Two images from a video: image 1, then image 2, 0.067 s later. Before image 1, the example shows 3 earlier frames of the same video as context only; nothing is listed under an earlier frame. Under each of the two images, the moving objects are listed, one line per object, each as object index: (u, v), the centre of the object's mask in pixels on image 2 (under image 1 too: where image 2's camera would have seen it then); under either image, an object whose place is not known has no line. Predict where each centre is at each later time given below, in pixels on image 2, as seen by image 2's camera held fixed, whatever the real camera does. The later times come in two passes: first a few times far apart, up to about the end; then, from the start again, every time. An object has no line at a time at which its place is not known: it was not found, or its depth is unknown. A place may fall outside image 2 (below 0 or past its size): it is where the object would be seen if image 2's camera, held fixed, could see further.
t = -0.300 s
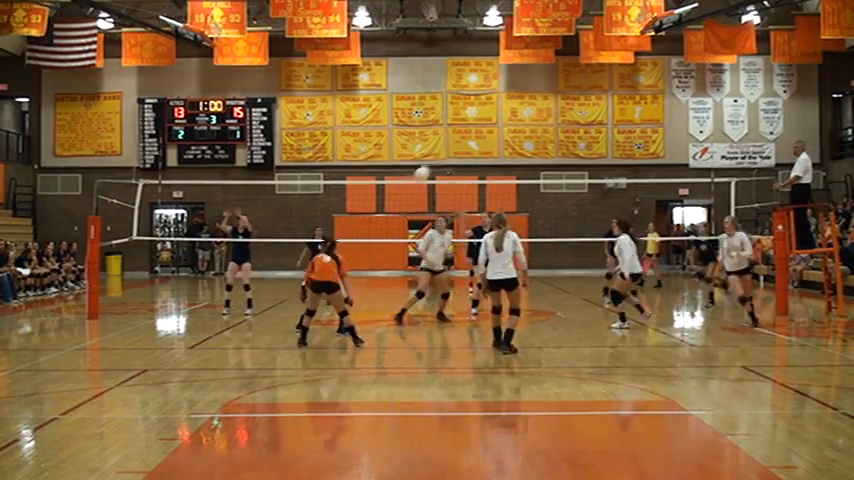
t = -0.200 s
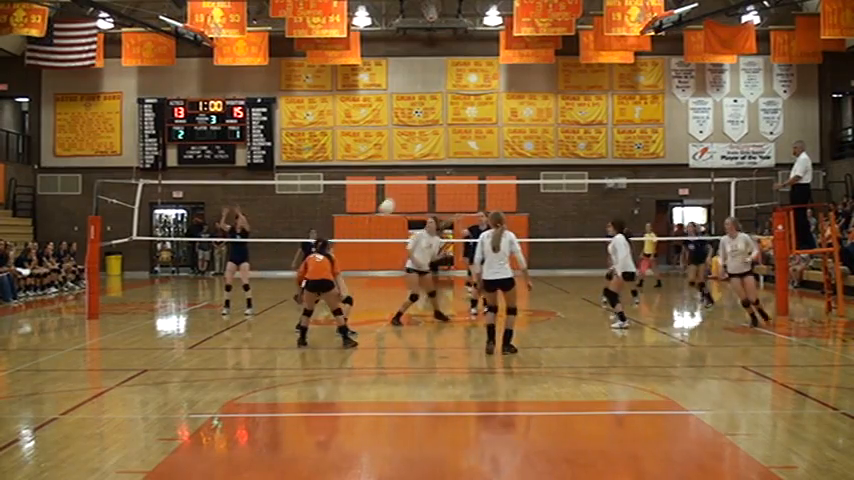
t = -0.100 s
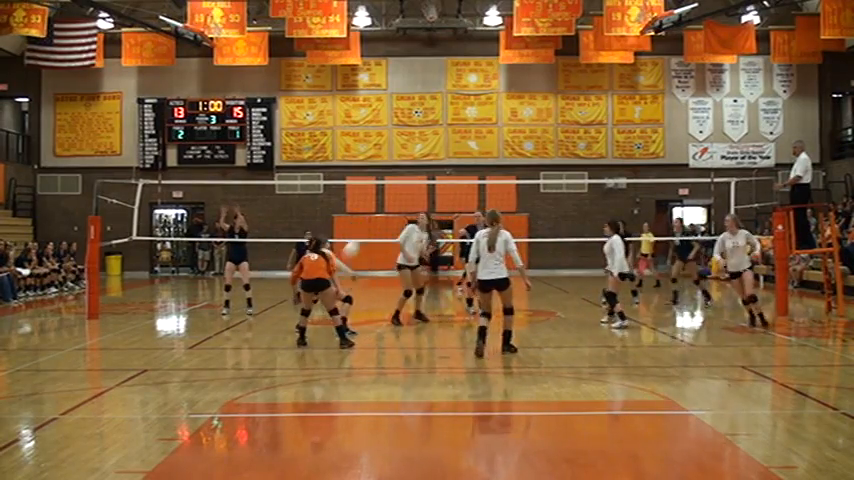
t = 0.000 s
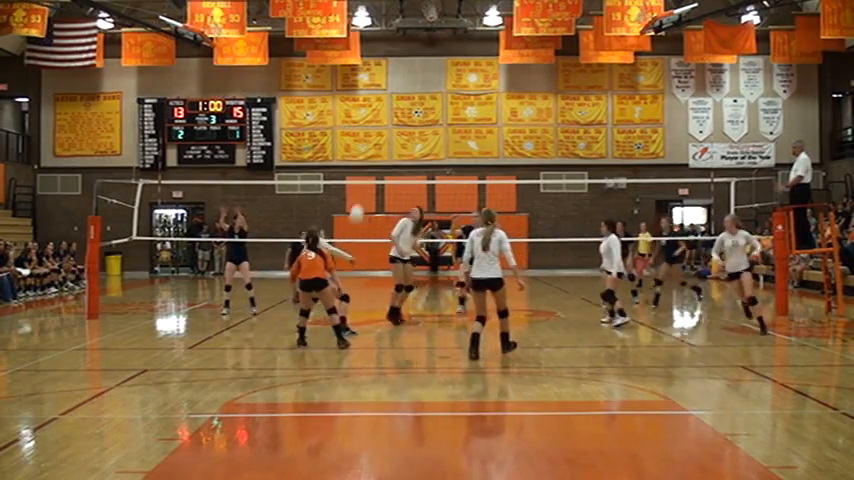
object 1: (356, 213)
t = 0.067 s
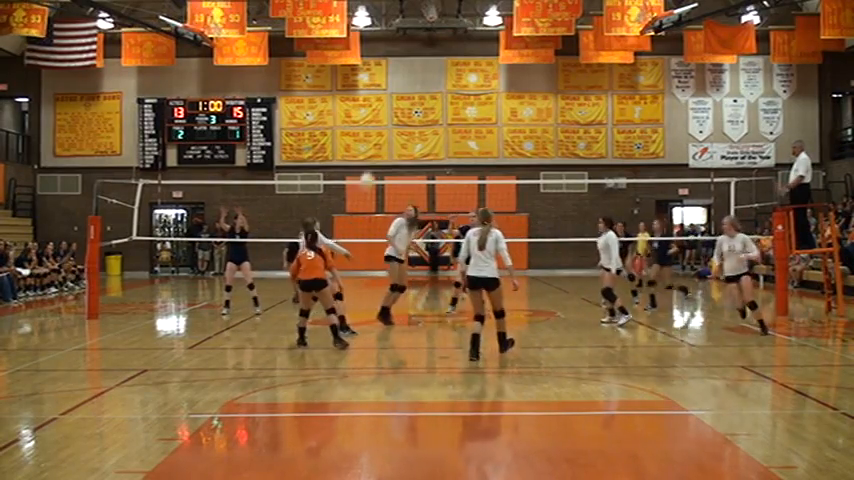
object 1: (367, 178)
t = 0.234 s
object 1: (391, 113)
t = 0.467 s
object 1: (422, 54)
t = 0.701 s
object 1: (452, 36)
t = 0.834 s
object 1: (468, 41)
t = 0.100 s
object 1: (371, 166)
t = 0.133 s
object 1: (376, 151)
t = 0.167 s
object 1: (381, 137)
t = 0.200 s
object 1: (386, 123)
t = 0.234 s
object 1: (391, 113)
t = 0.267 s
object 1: (395, 102)
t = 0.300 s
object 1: (400, 91)
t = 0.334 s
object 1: (405, 82)
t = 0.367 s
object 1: (409, 73)
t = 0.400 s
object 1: (413, 66)
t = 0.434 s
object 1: (418, 60)
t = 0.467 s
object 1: (422, 54)
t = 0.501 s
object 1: (426, 50)
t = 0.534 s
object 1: (431, 47)
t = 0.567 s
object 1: (435, 43)
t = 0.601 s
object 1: (439, 40)
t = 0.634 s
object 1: (444, 38)
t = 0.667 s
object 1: (448, 37)
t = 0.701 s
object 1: (452, 36)
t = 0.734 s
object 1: (456, 36)
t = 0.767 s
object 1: (460, 37)
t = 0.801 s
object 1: (464, 39)
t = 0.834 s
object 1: (468, 41)
